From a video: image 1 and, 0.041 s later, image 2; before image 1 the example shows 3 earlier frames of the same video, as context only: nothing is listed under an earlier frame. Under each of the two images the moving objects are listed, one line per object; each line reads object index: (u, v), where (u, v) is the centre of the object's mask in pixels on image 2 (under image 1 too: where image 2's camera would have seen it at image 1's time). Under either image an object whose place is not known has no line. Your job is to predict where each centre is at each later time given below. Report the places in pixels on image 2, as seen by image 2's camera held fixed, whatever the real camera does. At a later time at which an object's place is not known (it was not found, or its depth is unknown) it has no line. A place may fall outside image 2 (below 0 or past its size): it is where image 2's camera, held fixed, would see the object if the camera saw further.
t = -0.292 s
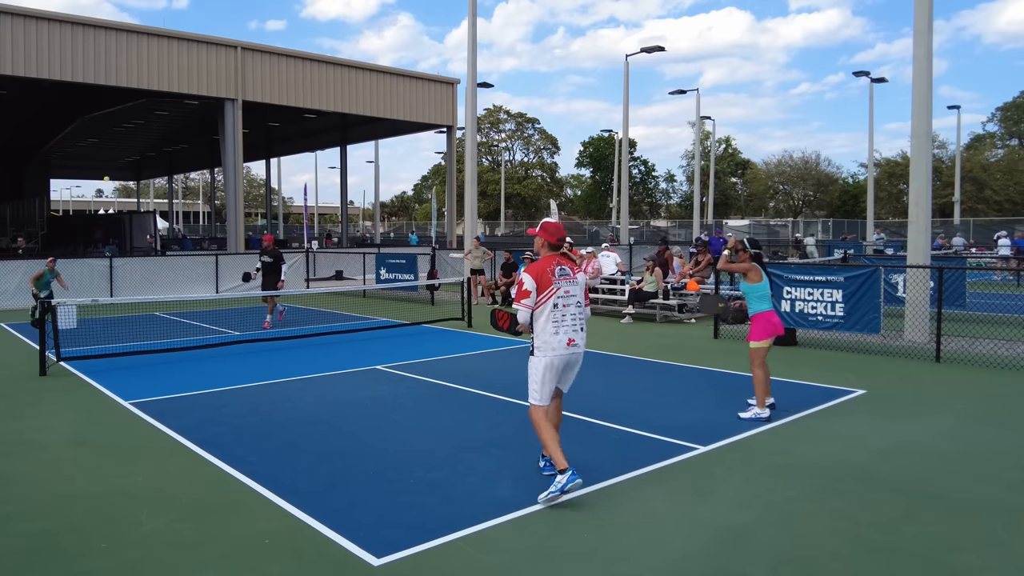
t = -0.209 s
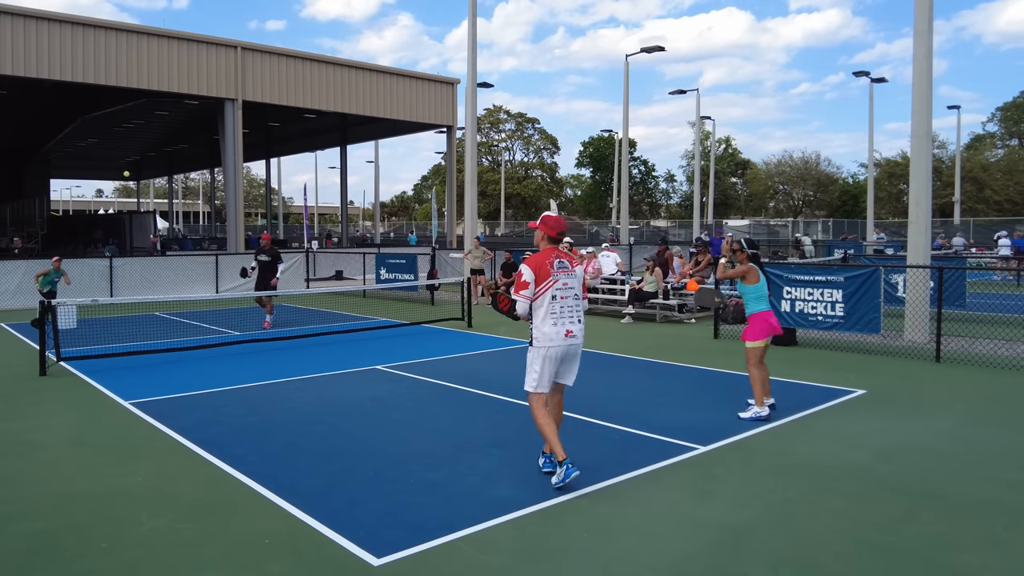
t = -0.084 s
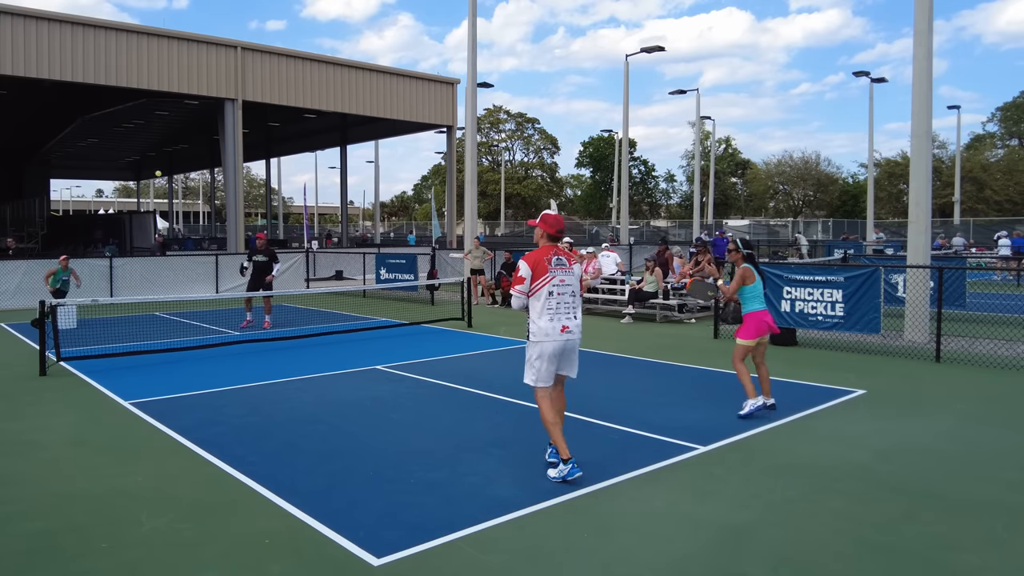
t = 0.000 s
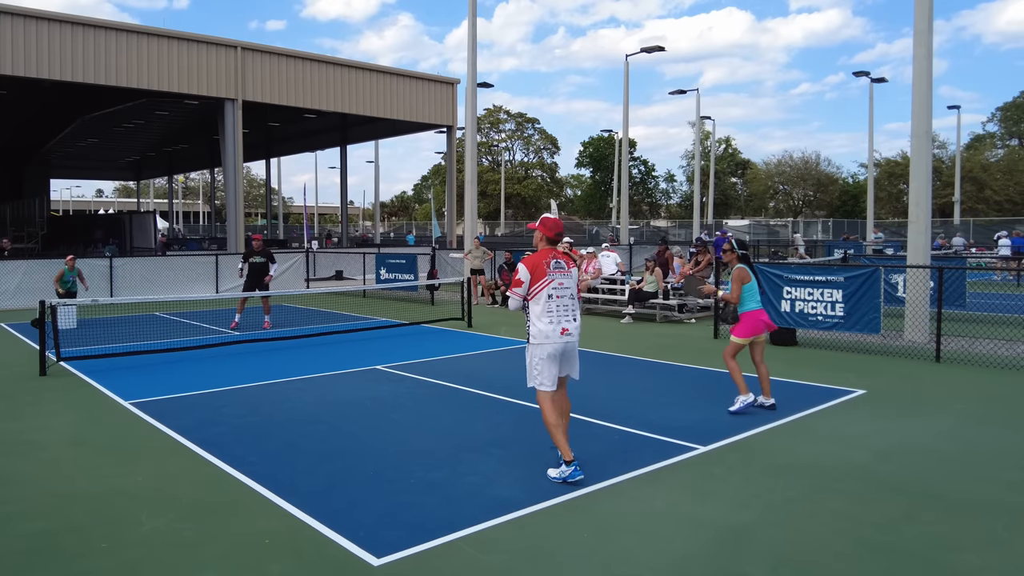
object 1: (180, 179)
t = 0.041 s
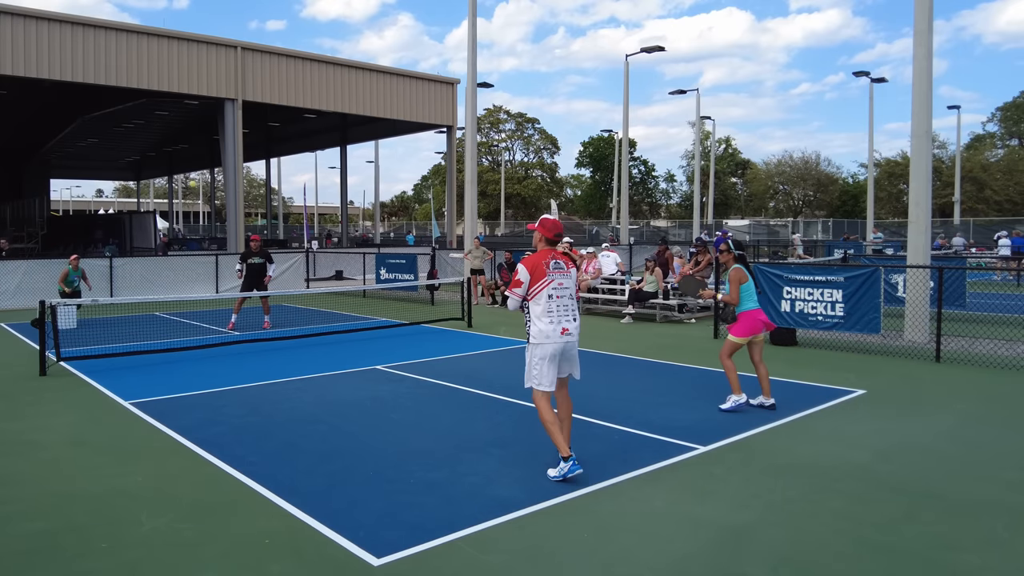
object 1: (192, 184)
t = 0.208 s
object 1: (241, 214)
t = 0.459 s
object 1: (322, 301)
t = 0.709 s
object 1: (384, 360)
